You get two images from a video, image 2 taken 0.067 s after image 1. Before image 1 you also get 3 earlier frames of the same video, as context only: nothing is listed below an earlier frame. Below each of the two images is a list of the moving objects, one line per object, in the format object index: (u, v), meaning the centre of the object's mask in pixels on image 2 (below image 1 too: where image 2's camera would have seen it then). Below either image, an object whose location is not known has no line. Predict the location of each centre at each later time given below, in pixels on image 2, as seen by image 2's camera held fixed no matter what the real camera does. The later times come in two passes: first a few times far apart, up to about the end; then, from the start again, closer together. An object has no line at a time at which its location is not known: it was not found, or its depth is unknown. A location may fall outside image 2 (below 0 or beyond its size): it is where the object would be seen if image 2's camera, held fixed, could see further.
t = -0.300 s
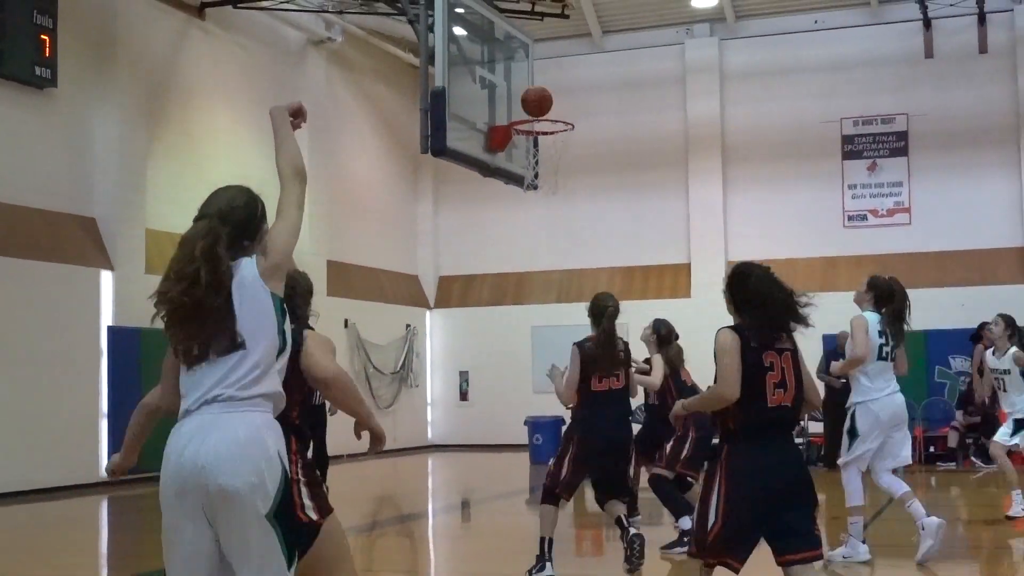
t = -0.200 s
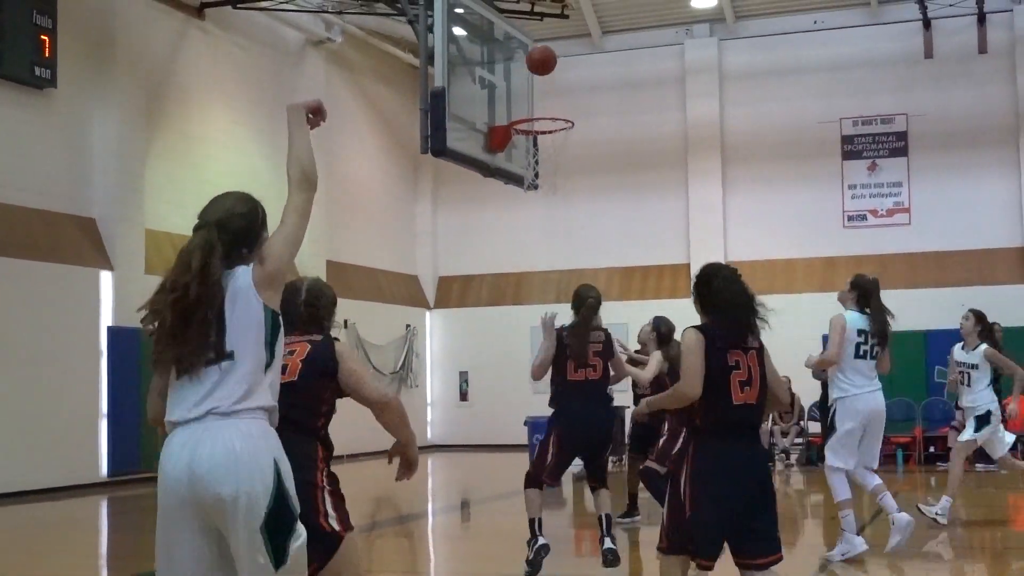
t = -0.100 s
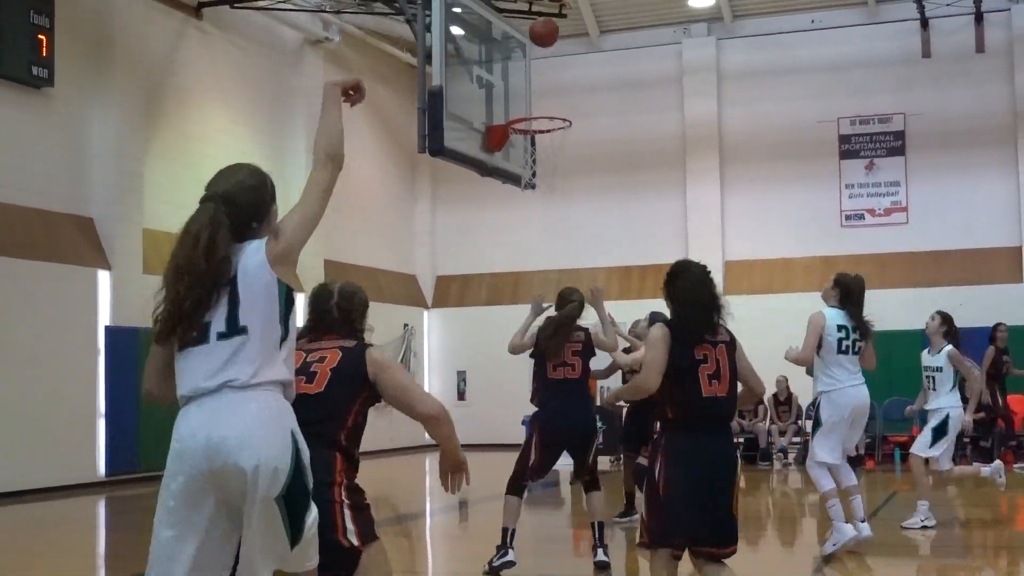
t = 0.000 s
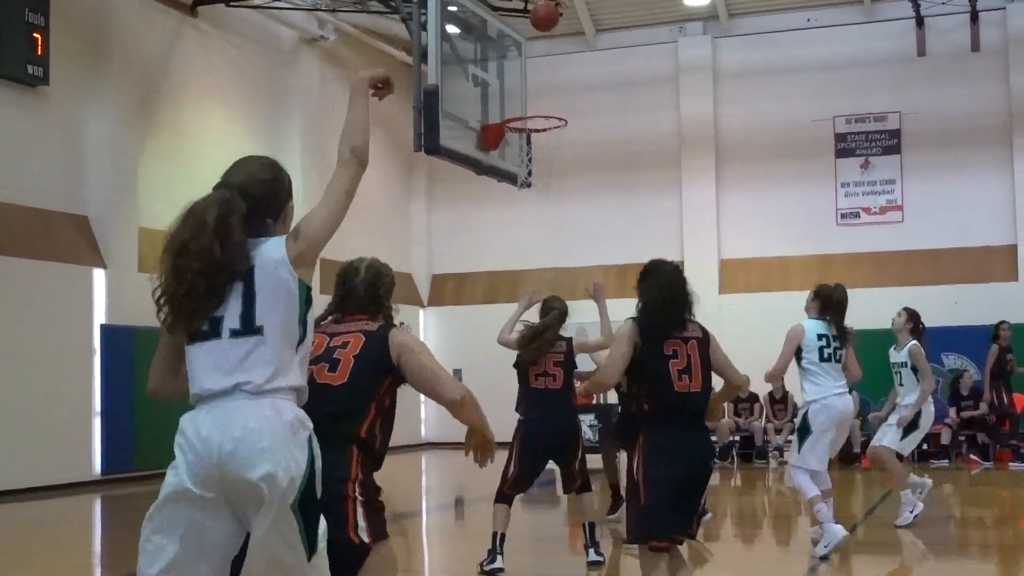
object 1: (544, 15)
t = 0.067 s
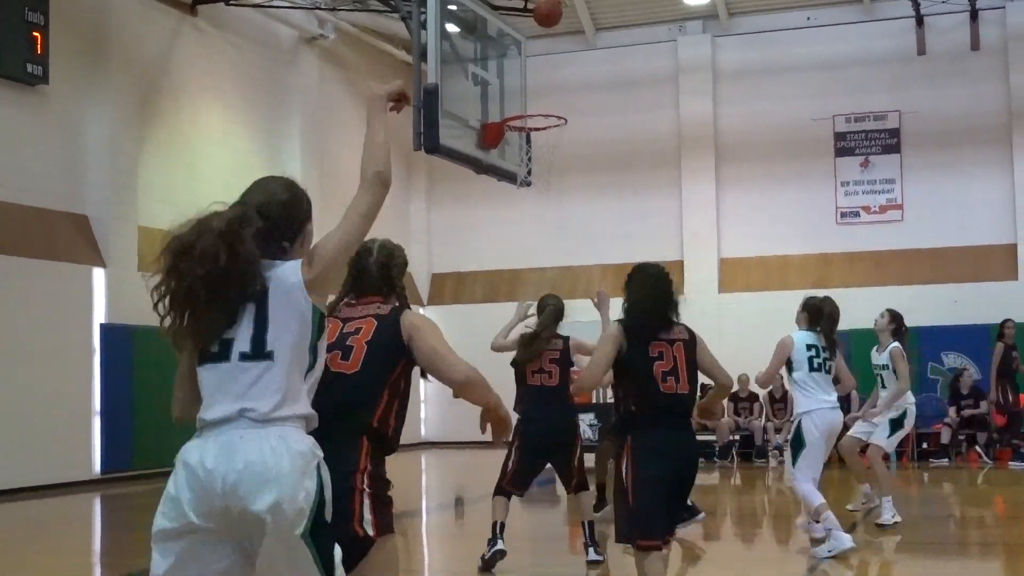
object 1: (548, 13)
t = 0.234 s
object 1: (556, 31)
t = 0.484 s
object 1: (569, 115)
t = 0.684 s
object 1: (580, 231)
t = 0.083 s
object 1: (548, 13)
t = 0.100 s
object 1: (549, 14)
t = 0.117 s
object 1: (550, 15)
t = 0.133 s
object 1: (551, 16)
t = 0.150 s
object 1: (551, 17)
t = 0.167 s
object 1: (553, 19)
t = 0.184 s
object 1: (553, 21)
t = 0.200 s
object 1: (554, 24)
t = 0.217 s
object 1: (555, 27)
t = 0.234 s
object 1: (556, 31)
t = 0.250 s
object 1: (557, 35)
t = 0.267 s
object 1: (558, 38)
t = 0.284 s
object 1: (559, 43)
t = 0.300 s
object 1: (560, 47)
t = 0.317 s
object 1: (560, 51)
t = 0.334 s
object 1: (561, 57)
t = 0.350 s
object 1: (562, 62)
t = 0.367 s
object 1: (563, 68)
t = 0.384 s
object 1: (564, 74)
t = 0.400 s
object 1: (565, 80)
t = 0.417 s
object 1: (566, 86)
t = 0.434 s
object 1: (566, 93)
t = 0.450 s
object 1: (567, 100)
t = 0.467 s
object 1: (568, 107)
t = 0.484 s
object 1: (569, 115)
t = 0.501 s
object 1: (570, 123)
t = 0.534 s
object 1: (572, 140)
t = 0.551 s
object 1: (572, 149)
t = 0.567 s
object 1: (573, 158)
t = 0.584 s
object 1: (574, 168)
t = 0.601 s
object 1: (575, 178)
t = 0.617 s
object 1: (576, 188)
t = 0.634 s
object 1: (577, 198)
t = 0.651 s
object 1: (578, 209)
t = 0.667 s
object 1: (579, 220)
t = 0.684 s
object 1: (580, 231)
